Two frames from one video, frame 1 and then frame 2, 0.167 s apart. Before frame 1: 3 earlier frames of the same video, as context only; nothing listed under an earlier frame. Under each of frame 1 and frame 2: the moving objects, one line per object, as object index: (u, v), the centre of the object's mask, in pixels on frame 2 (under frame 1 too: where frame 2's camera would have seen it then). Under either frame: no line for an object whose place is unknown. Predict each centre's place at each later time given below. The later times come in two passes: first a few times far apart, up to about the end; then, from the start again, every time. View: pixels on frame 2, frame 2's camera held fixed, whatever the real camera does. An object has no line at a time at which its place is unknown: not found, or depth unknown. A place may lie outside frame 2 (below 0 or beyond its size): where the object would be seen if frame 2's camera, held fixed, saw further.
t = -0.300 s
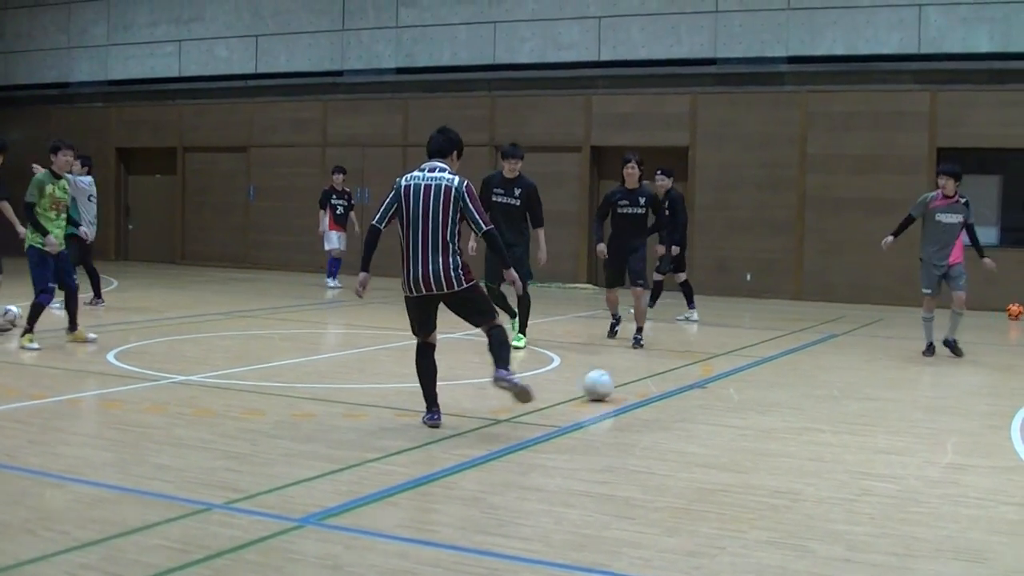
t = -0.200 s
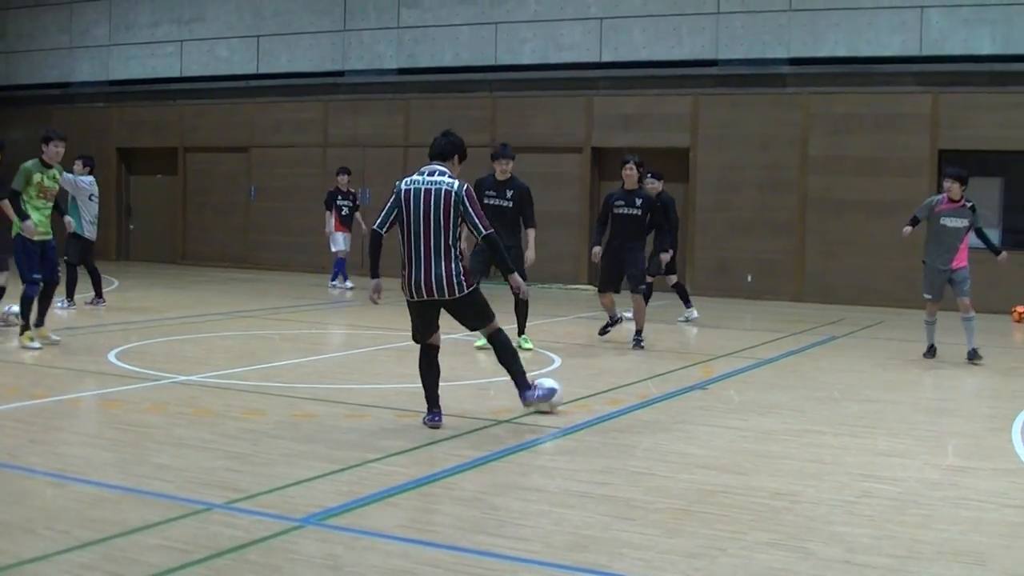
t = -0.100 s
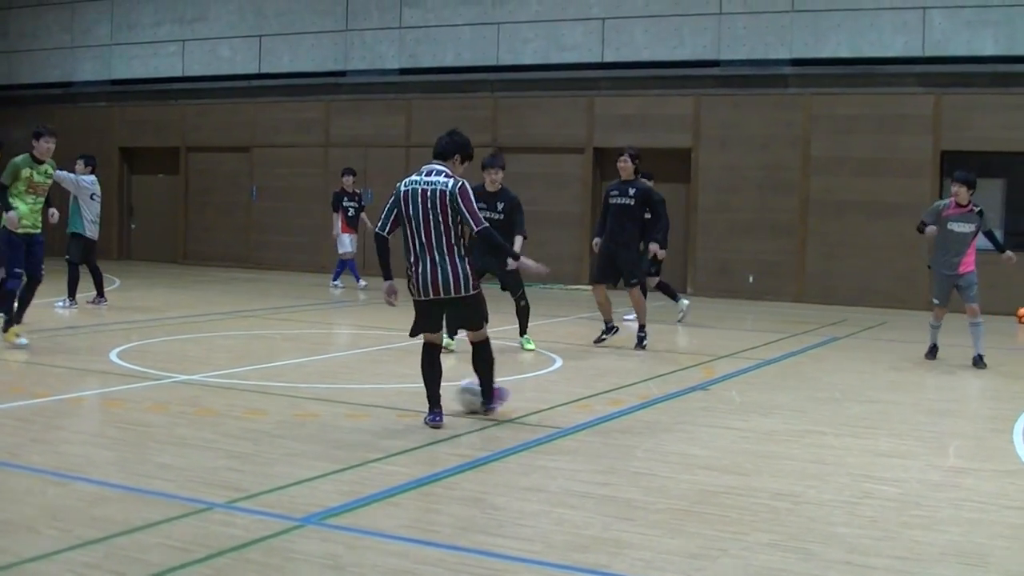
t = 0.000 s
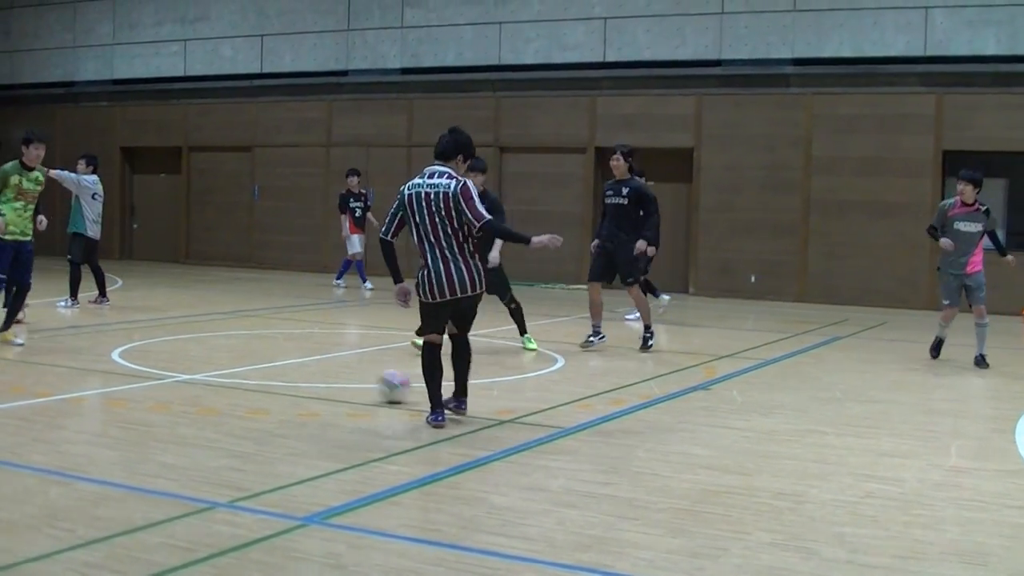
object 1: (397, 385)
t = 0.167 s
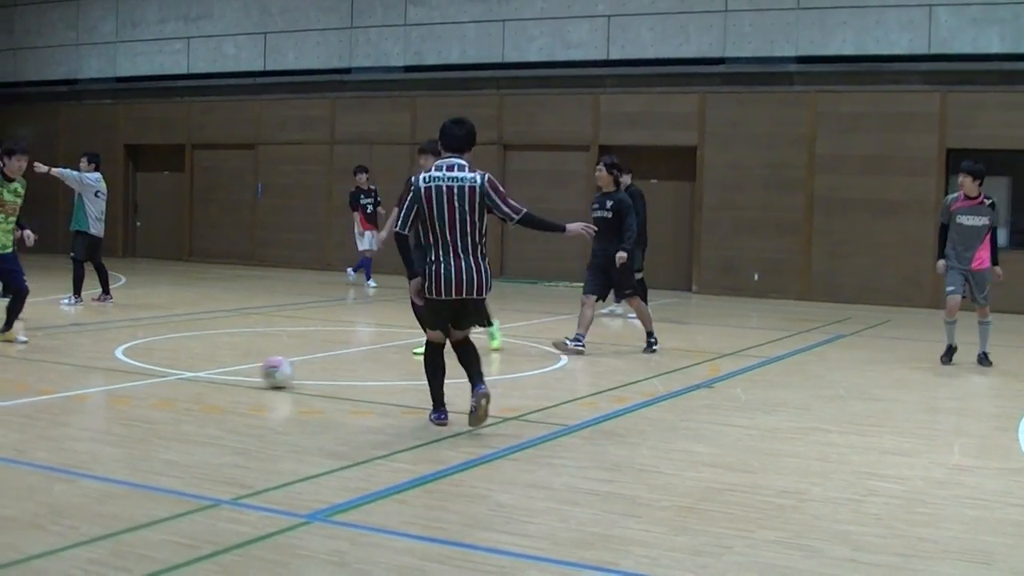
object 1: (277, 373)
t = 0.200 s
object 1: (255, 371)
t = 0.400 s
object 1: (134, 359)
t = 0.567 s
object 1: (42, 354)
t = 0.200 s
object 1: (255, 371)
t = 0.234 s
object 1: (235, 369)
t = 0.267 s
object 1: (212, 367)
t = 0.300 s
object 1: (192, 364)
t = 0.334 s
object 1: (173, 364)
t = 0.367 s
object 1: (152, 362)
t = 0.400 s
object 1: (134, 359)
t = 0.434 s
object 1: (116, 360)
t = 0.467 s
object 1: (95, 357)
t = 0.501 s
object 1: (78, 356)
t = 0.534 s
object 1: (60, 355)
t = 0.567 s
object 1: (42, 354)
